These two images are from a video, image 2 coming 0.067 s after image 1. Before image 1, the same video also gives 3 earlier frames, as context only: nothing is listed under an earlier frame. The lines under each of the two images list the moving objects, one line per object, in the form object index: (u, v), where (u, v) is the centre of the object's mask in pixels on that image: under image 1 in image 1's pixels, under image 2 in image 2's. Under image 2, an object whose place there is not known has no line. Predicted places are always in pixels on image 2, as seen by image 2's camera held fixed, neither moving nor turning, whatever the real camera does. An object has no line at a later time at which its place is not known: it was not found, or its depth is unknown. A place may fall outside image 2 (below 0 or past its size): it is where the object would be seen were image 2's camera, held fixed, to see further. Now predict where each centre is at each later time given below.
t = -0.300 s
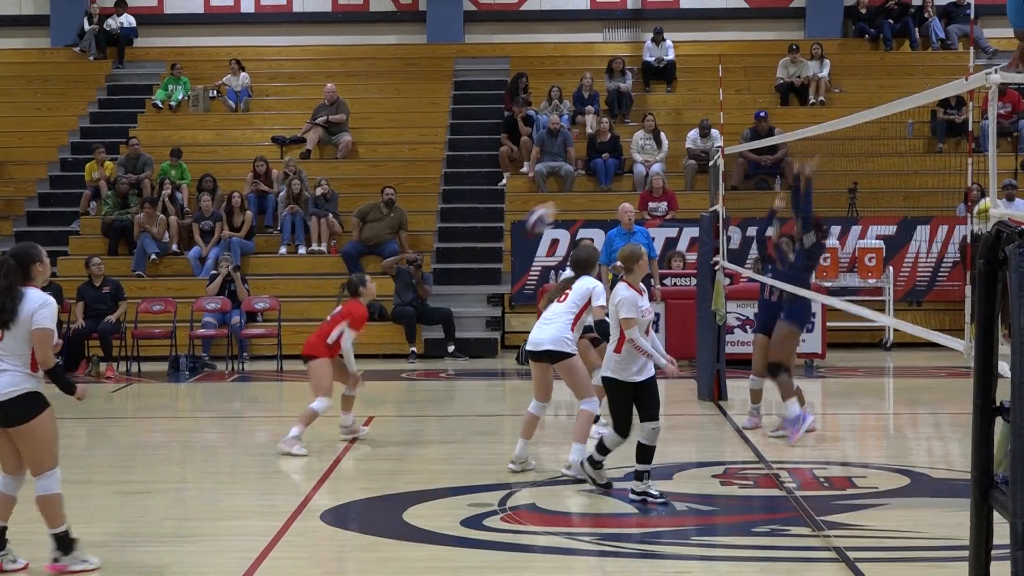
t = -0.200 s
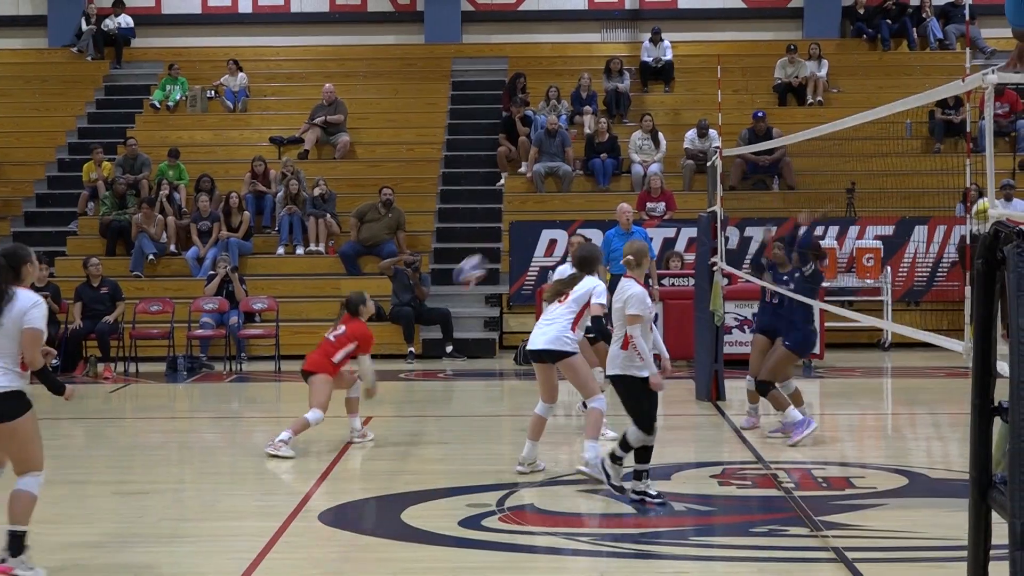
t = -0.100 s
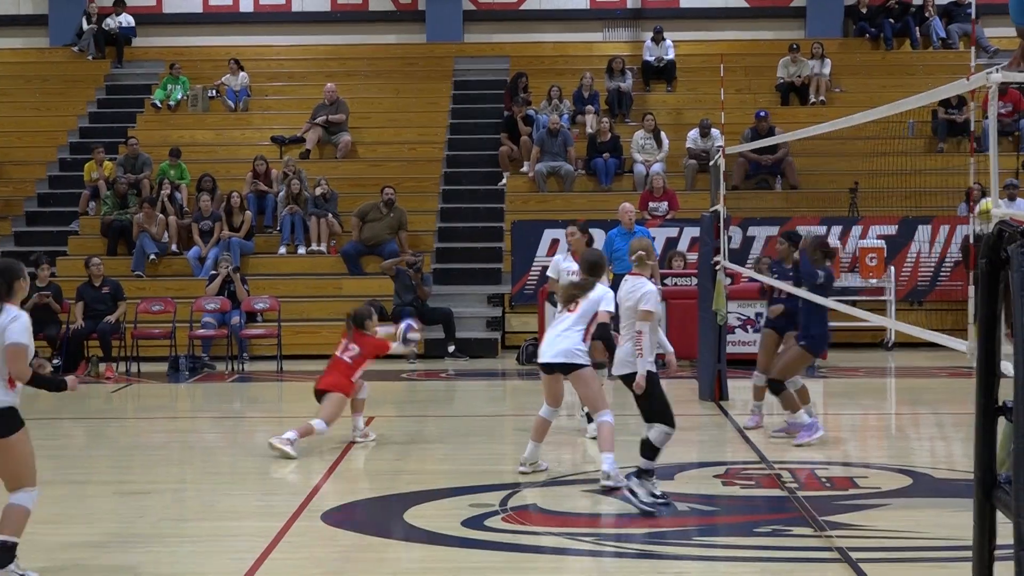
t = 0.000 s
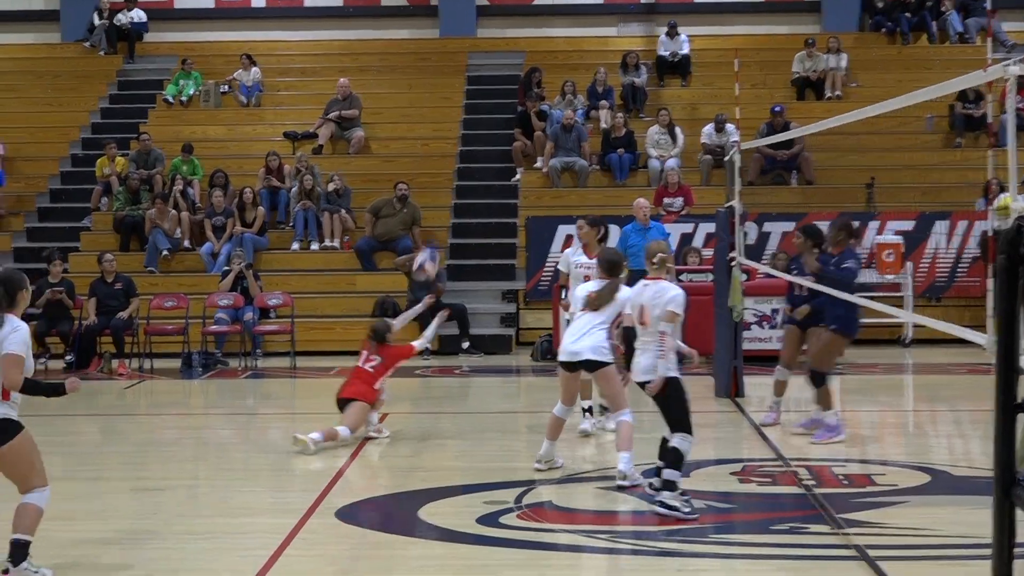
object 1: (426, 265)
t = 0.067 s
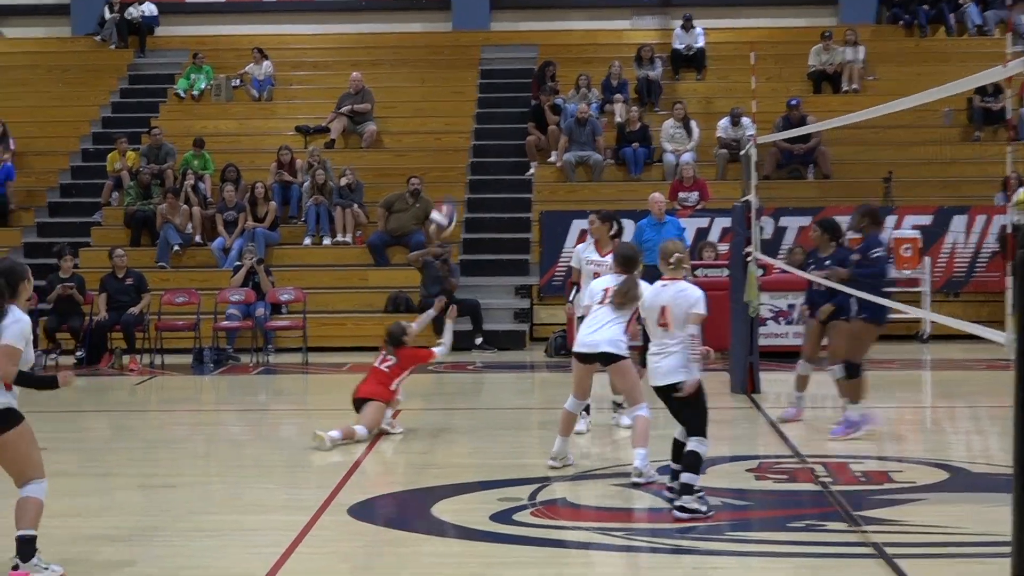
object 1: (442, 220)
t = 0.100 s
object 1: (445, 201)
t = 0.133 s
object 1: (449, 185)
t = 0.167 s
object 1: (452, 169)
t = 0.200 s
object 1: (455, 156)
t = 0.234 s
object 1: (459, 144)
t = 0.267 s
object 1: (462, 132)
